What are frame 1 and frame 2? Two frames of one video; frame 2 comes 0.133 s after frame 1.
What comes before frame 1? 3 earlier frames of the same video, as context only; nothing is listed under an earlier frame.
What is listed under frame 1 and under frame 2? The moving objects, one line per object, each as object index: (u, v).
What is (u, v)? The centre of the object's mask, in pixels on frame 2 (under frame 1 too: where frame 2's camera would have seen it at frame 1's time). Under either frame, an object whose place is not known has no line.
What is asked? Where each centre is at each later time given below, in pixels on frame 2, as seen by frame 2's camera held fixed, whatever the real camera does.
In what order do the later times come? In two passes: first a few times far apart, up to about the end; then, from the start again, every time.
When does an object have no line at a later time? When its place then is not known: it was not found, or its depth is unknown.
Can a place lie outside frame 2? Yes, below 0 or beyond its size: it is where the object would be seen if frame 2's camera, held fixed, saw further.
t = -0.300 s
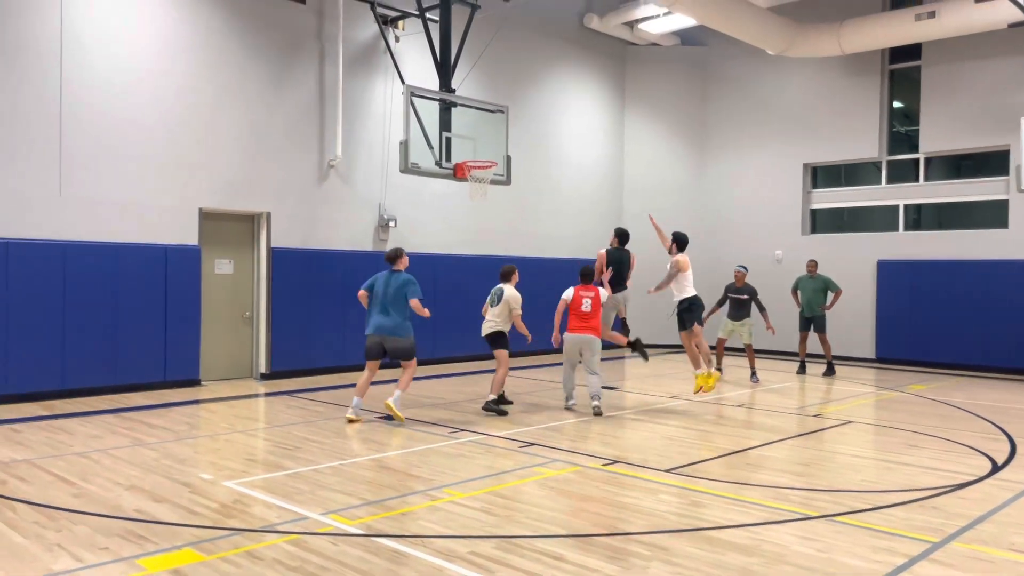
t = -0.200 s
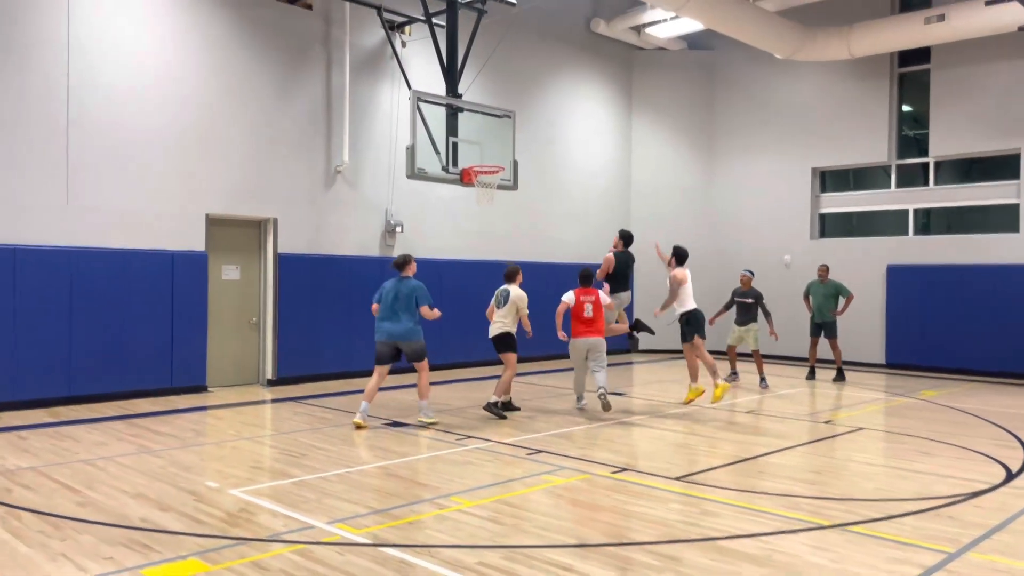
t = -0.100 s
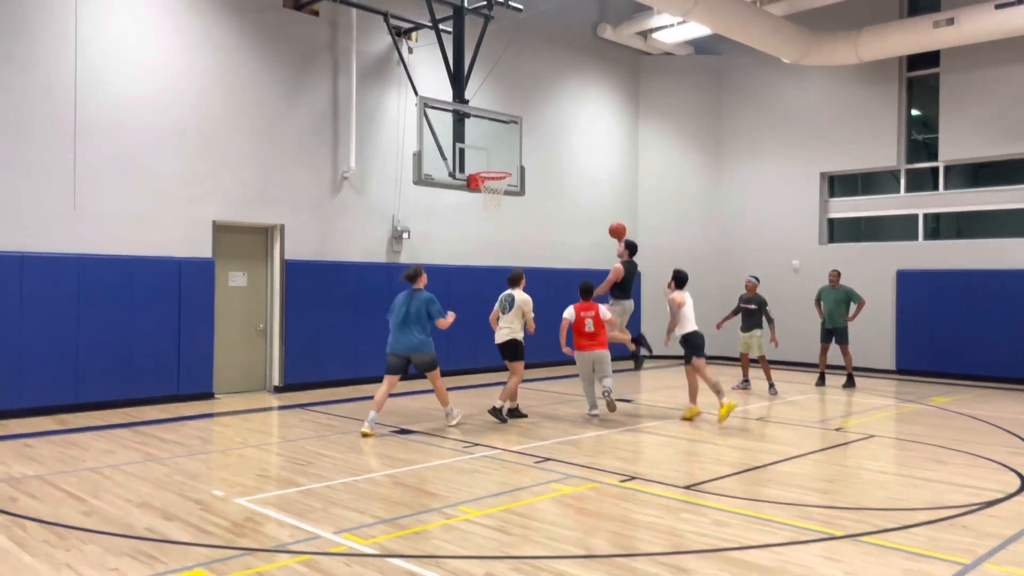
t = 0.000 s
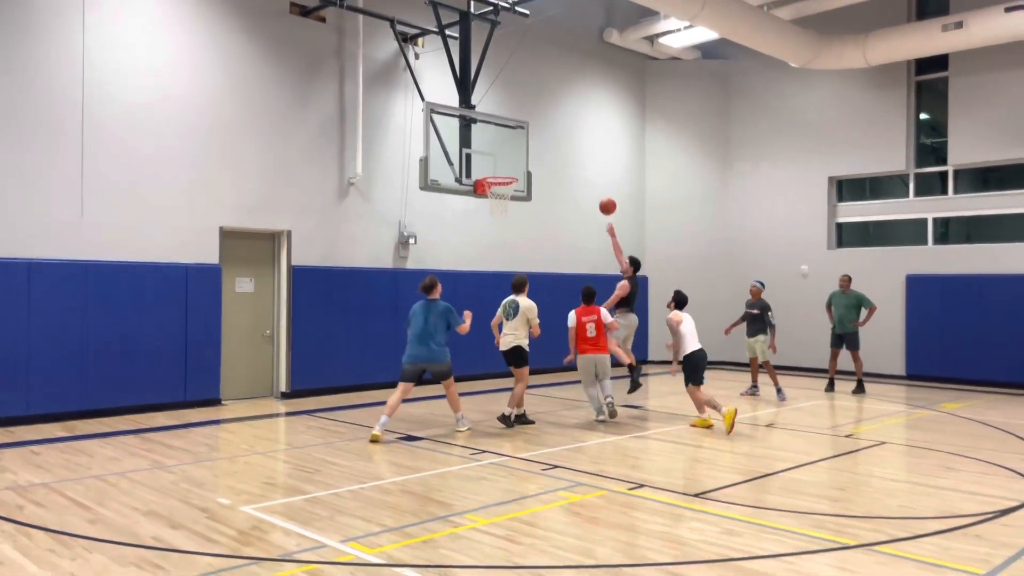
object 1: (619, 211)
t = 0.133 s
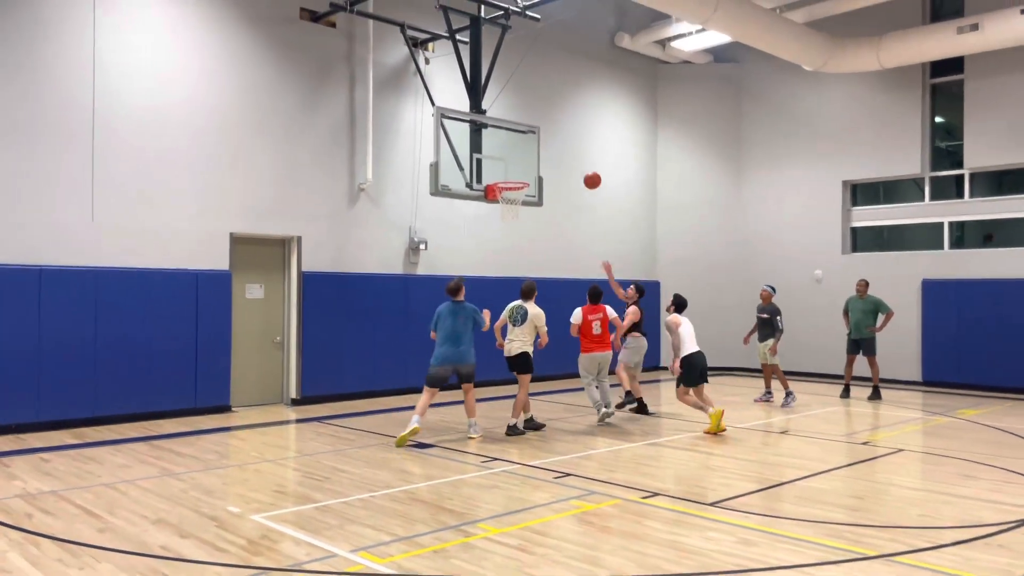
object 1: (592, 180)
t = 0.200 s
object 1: (578, 169)
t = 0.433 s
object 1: (530, 156)
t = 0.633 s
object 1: (503, 169)
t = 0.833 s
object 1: (519, 191)
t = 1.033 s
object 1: (521, 219)
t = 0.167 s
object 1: (585, 174)
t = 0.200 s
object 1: (578, 169)
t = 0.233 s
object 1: (572, 165)
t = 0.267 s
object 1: (564, 161)
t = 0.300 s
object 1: (558, 159)
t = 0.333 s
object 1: (551, 157)
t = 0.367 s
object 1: (544, 156)
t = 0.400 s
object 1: (537, 155)
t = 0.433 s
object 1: (530, 156)
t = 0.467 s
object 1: (523, 157)
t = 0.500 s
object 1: (516, 159)
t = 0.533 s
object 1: (509, 162)
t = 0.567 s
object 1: (505, 164)
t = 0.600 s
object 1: (504, 166)
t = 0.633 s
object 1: (503, 169)
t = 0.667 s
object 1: (503, 173)
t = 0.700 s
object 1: (502, 176)
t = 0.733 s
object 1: (505, 179)
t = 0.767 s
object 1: (511, 184)
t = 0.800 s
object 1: (517, 188)
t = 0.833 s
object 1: (519, 191)
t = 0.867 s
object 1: (520, 196)
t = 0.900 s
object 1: (521, 201)
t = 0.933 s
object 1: (522, 206)
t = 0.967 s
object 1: (522, 208)
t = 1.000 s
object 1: (521, 213)
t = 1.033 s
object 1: (521, 219)
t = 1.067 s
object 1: (520, 224)
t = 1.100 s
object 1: (519, 231)
